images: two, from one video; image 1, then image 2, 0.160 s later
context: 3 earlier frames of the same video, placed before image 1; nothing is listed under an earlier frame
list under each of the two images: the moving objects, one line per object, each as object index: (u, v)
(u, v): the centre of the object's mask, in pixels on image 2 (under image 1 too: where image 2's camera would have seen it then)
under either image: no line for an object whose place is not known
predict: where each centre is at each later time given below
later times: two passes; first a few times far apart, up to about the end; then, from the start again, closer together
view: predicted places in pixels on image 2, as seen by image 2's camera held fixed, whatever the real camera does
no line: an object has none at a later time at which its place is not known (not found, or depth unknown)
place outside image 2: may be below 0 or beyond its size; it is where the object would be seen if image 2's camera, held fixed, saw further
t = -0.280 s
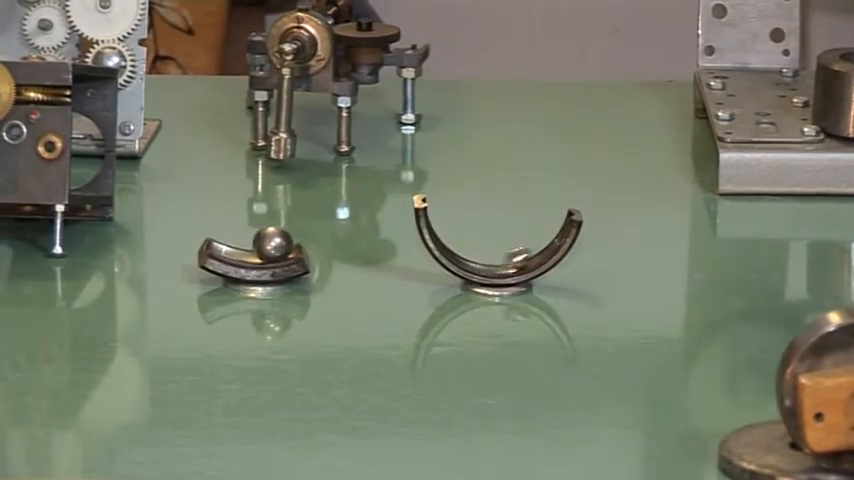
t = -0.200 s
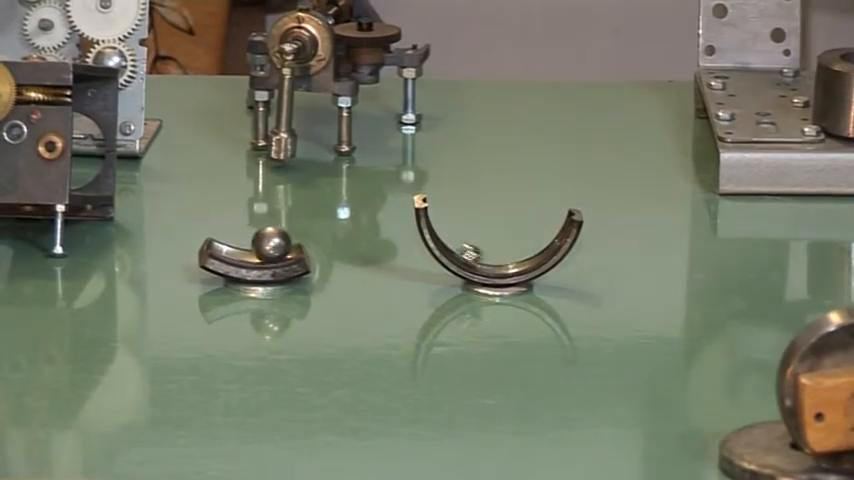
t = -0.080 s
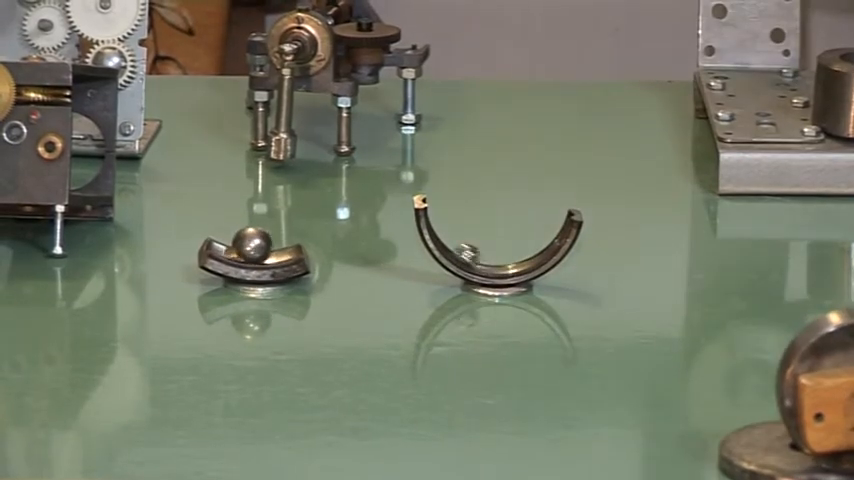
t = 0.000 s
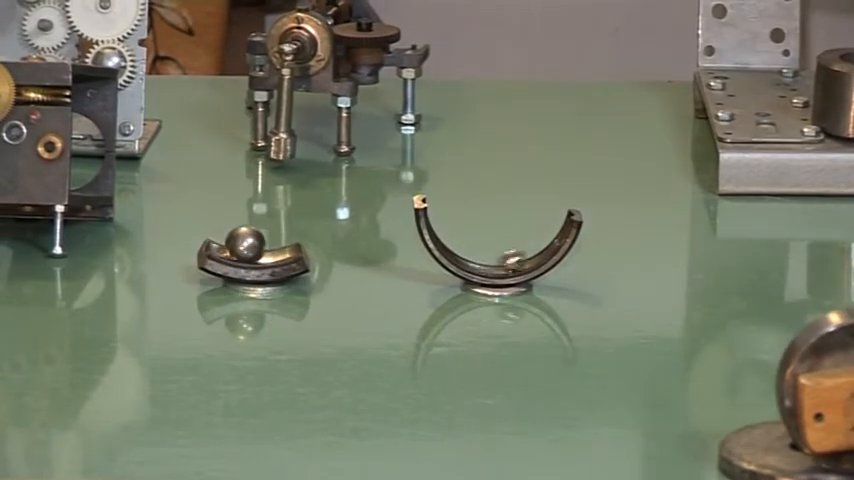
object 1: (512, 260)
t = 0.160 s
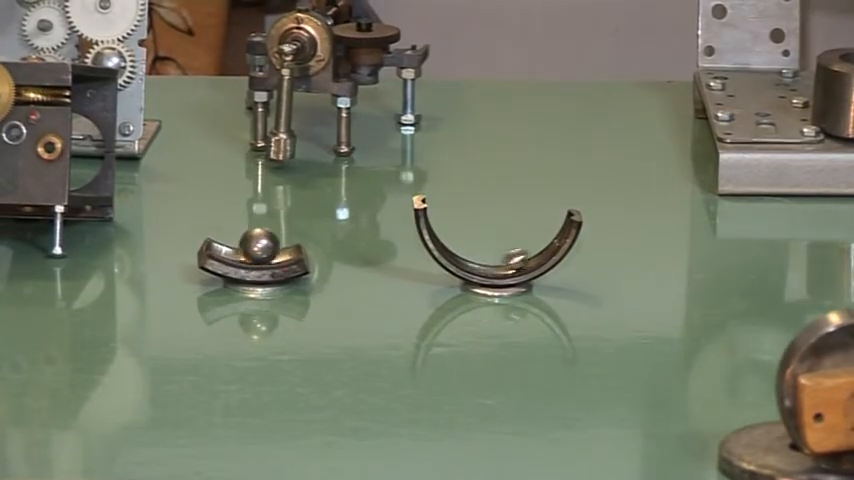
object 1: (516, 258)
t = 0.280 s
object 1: (462, 251)
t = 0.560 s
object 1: (527, 254)
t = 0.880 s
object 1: (509, 261)
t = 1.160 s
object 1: (468, 255)
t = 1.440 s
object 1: (519, 258)
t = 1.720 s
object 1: (495, 262)
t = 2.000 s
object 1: (478, 259)
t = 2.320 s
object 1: (512, 260)
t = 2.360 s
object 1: (501, 261)
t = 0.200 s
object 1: (493, 261)
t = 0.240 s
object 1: (473, 255)
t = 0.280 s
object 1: (462, 251)
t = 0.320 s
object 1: (461, 251)
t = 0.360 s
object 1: (470, 254)
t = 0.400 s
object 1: (488, 260)
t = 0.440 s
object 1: (510, 261)
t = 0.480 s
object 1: (524, 255)
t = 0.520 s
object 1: (531, 252)
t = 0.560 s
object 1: (527, 254)
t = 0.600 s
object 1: (514, 260)
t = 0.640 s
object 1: (494, 262)
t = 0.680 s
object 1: (476, 257)
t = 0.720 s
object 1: (465, 254)
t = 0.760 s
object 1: (464, 254)
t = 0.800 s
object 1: (473, 257)
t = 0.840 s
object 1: (490, 260)
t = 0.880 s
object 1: (509, 261)
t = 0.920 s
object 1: (522, 257)
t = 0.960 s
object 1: (527, 255)
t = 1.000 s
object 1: (522, 257)
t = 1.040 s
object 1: (509, 260)
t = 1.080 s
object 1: (492, 260)
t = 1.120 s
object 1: (477, 258)
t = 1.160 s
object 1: (468, 255)
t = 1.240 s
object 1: (478, 258)
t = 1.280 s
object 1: (493, 262)
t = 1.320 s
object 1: (509, 261)
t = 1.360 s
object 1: (520, 258)
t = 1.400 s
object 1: (524, 256)
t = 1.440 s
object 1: (519, 258)
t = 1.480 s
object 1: (507, 261)
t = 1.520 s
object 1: (491, 262)
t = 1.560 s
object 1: (478, 258)
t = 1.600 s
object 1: (470, 256)
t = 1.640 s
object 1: (472, 257)
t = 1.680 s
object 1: (482, 259)
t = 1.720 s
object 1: (495, 262)
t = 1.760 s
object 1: (509, 261)
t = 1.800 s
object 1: (519, 258)
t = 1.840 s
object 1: (521, 258)
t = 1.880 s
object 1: (515, 259)
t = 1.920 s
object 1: (504, 261)
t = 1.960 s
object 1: (490, 261)
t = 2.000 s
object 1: (478, 259)
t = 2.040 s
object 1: (473, 258)
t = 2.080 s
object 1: (475, 258)
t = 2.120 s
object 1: (484, 261)
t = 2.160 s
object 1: (497, 261)
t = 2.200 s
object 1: (508, 261)
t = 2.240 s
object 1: (517, 259)
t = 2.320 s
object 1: (512, 260)
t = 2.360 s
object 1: (501, 261)
